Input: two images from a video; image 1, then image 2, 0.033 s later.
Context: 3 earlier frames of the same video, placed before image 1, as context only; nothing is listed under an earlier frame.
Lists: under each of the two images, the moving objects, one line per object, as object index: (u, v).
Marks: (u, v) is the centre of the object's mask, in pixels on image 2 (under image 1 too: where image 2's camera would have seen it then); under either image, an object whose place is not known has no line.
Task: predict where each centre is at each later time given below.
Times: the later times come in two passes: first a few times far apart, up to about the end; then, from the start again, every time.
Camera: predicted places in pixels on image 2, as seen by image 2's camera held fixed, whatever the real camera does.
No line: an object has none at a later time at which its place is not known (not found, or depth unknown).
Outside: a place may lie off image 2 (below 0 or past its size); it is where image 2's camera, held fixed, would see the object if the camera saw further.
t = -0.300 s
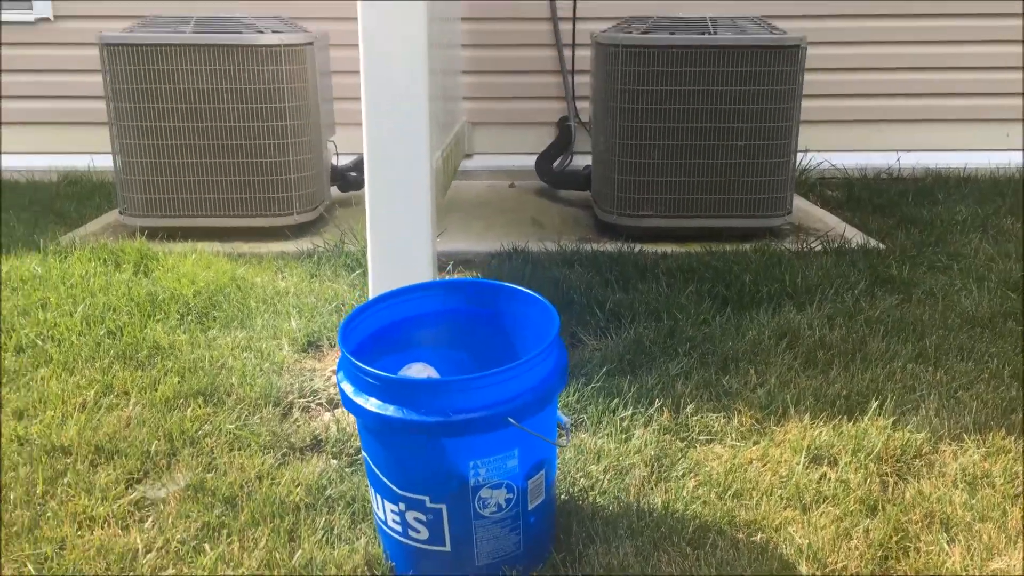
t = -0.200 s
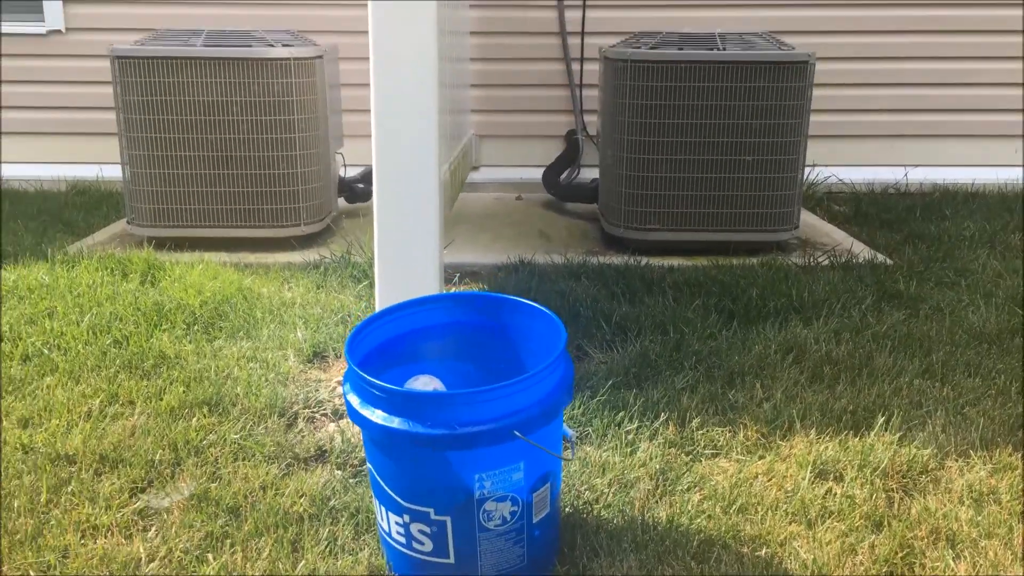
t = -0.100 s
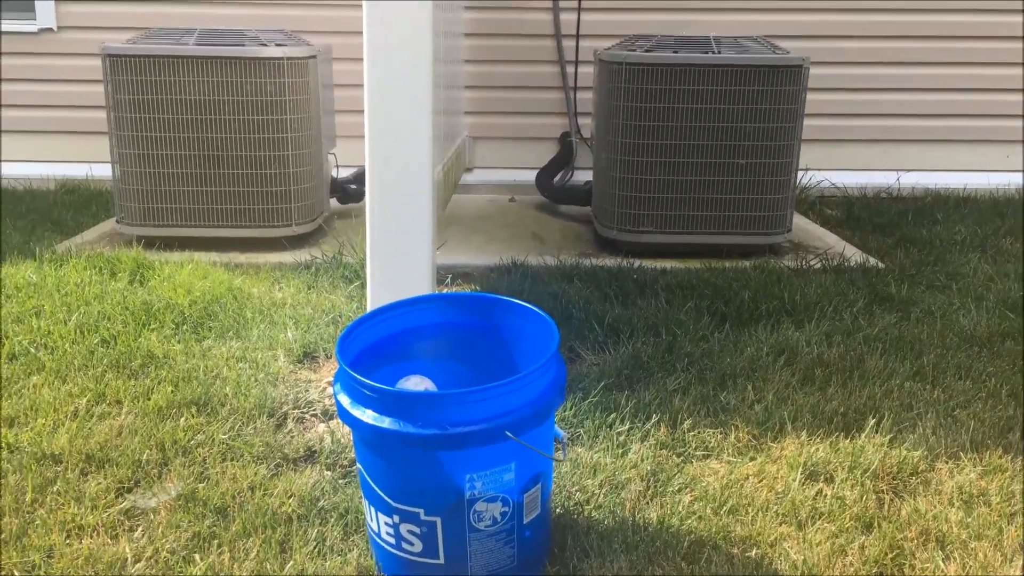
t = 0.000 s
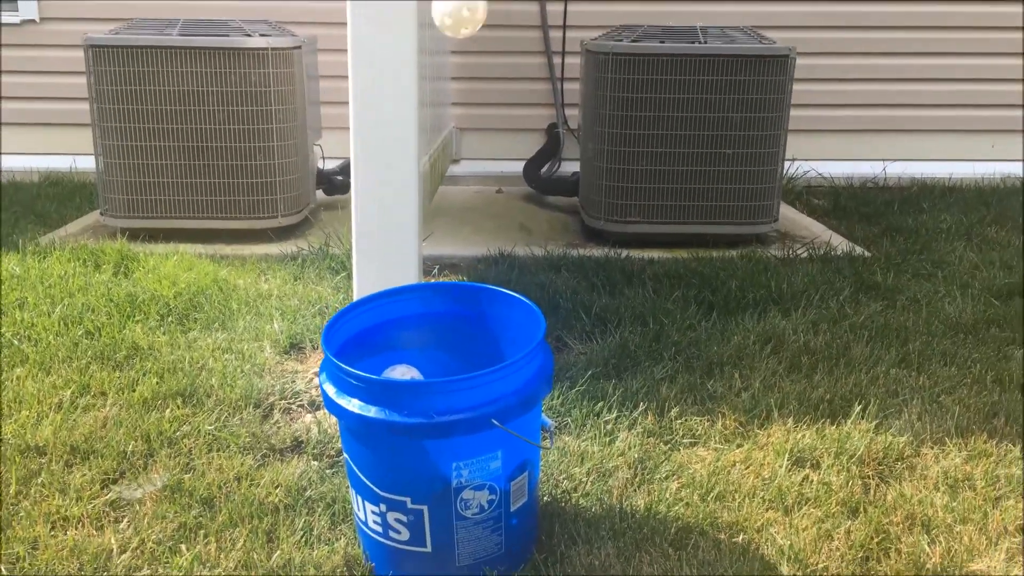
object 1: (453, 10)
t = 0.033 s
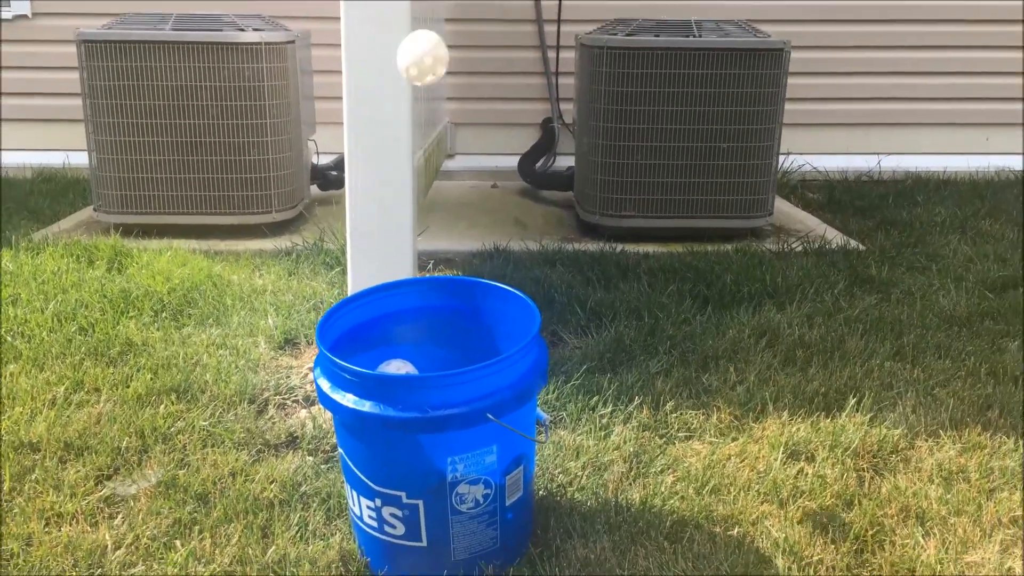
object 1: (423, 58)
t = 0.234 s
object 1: (304, 335)
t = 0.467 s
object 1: (187, 282)
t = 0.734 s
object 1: (30, 561)
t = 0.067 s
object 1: (397, 114)
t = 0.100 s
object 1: (374, 170)
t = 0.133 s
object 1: (355, 227)
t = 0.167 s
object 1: (338, 282)
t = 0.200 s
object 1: (311, 339)
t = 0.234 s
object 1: (304, 335)
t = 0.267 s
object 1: (296, 313)
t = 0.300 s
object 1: (279, 294)
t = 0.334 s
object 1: (262, 280)
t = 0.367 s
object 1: (244, 271)
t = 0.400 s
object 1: (225, 268)
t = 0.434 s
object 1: (206, 271)
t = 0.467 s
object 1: (187, 282)
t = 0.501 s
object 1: (167, 300)
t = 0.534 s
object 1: (146, 326)
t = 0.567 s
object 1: (125, 360)
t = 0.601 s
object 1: (104, 405)
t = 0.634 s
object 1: (83, 460)
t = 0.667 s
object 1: (62, 524)
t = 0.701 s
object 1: (44, 565)
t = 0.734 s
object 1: (30, 561)
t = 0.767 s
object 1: (23, 554)
